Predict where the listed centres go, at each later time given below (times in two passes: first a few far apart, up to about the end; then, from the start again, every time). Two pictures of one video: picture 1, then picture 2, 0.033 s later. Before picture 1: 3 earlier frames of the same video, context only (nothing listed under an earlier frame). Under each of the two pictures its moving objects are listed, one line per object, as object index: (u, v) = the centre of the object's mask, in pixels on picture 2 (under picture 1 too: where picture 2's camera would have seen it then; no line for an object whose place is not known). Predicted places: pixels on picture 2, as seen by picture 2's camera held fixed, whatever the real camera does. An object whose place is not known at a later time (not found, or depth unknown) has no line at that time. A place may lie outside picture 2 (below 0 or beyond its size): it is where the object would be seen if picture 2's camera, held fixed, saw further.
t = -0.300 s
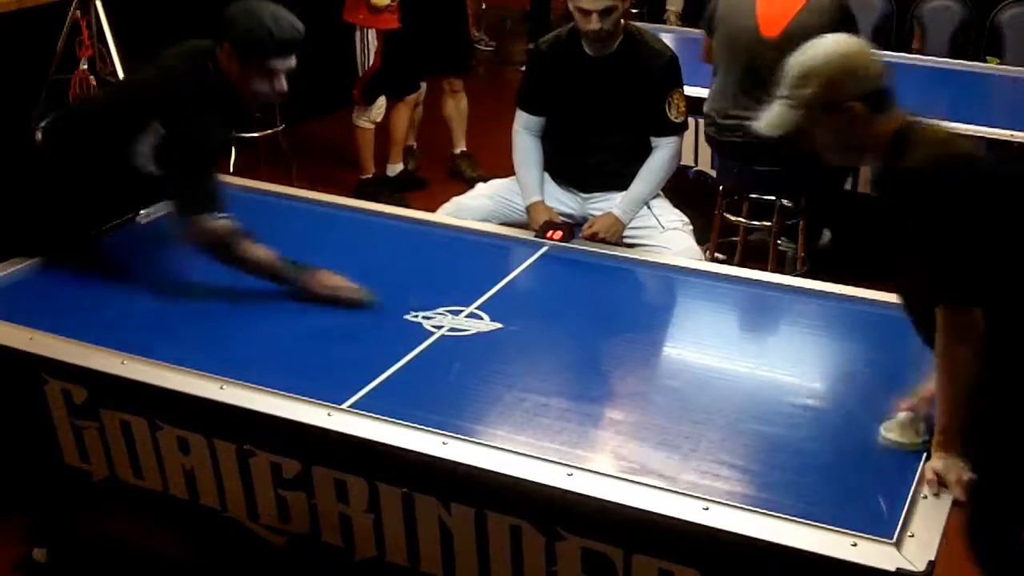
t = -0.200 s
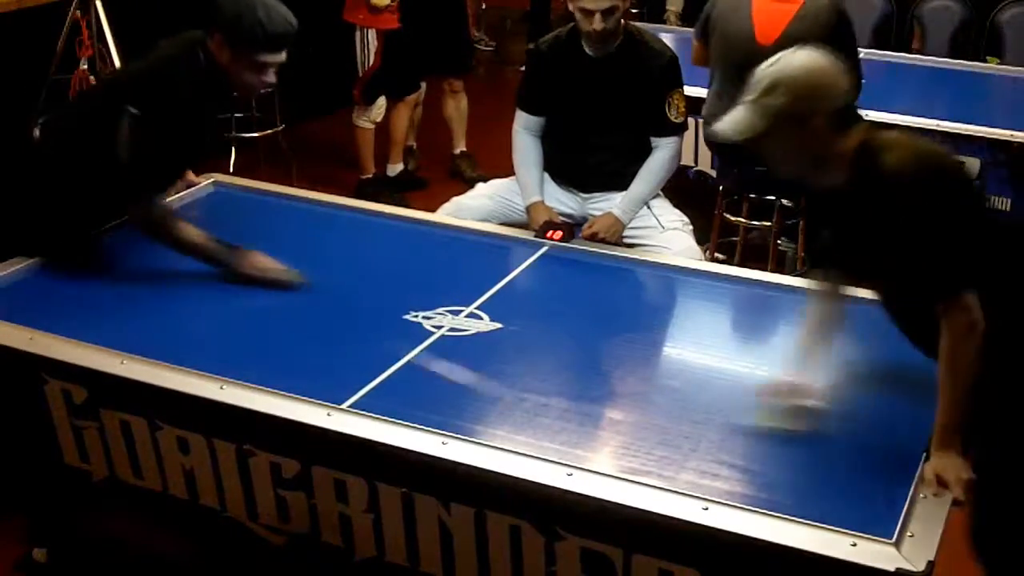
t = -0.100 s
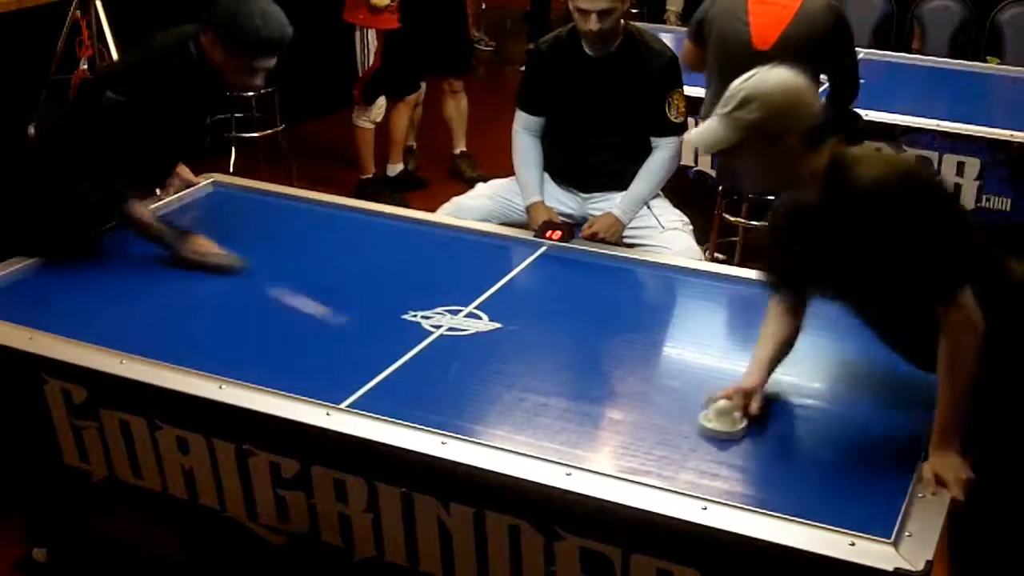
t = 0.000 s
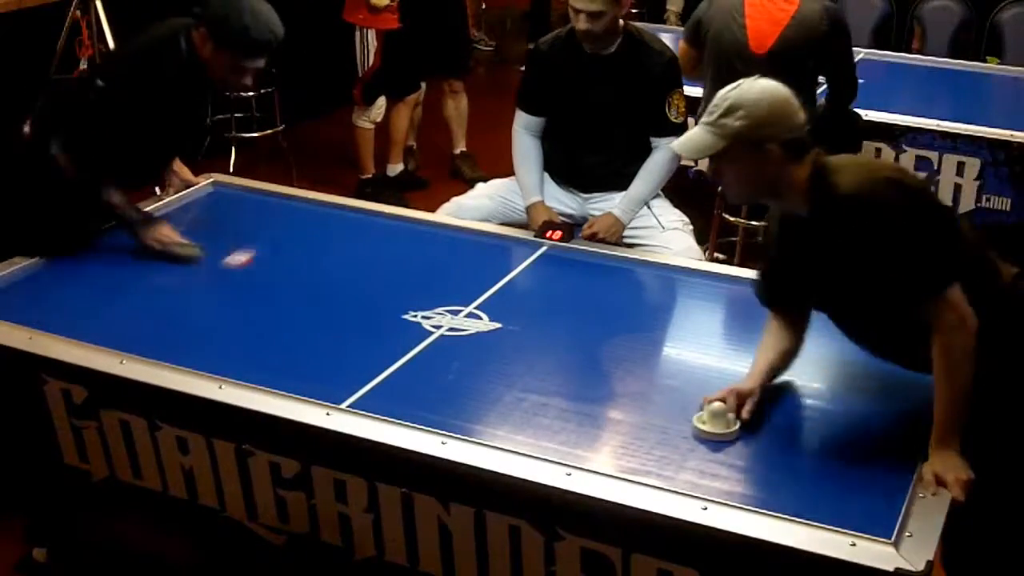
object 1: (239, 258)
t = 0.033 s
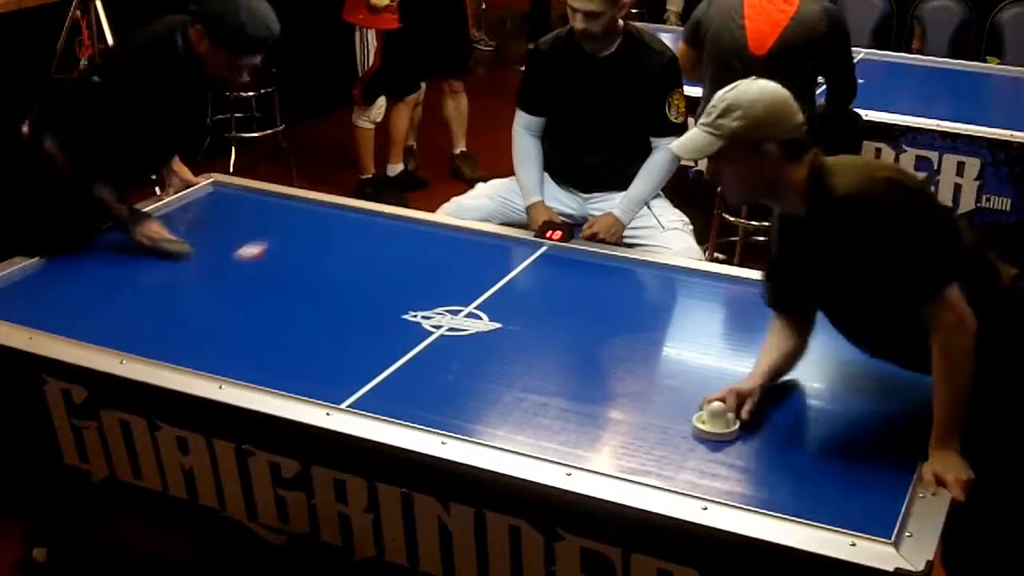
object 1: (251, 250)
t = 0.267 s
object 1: (309, 215)
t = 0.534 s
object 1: (237, 269)
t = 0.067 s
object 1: (263, 243)
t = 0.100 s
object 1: (275, 235)
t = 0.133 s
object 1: (286, 228)
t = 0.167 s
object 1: (297, 221)
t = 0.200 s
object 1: (307, 215)
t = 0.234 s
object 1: (313, 212)
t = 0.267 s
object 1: (309, 215)
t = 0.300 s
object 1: (300, 221)
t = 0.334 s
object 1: (292, 227)
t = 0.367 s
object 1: (283, 234)
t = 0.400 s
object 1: (274, 241)
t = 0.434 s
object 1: (265, 248)
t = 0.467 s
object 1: (256, 255)
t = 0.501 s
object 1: (247, 262)
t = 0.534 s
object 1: (237, 269)
